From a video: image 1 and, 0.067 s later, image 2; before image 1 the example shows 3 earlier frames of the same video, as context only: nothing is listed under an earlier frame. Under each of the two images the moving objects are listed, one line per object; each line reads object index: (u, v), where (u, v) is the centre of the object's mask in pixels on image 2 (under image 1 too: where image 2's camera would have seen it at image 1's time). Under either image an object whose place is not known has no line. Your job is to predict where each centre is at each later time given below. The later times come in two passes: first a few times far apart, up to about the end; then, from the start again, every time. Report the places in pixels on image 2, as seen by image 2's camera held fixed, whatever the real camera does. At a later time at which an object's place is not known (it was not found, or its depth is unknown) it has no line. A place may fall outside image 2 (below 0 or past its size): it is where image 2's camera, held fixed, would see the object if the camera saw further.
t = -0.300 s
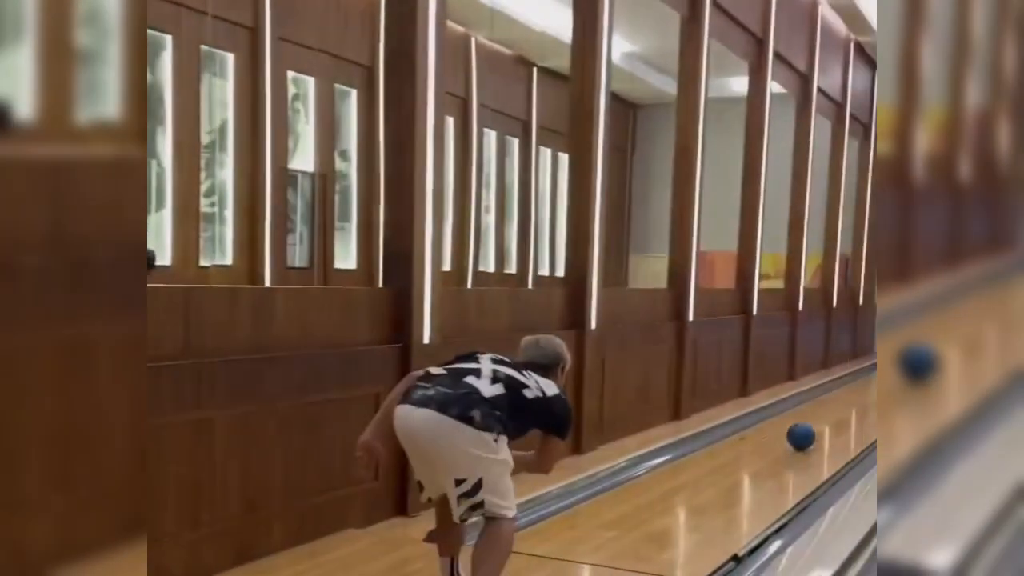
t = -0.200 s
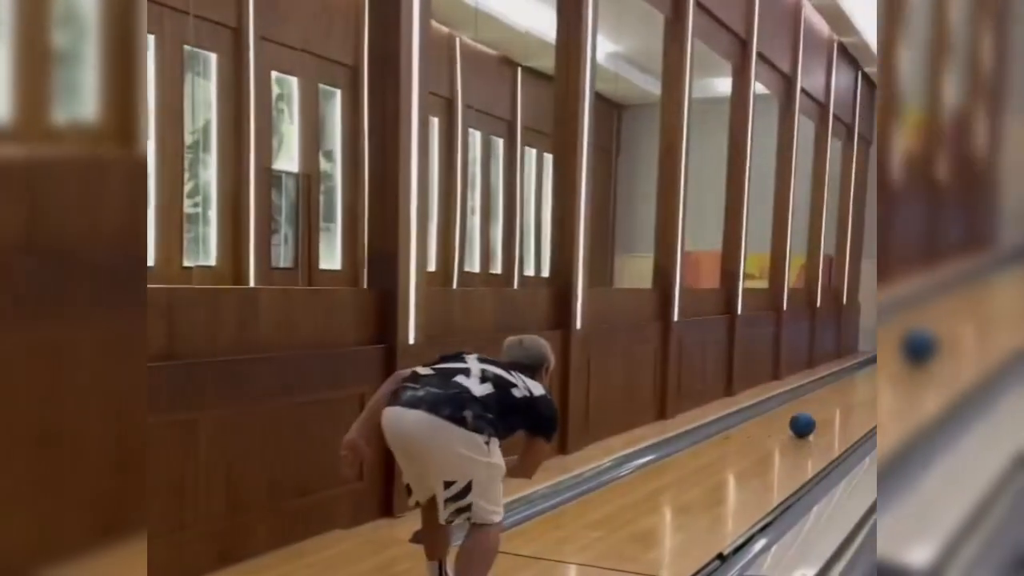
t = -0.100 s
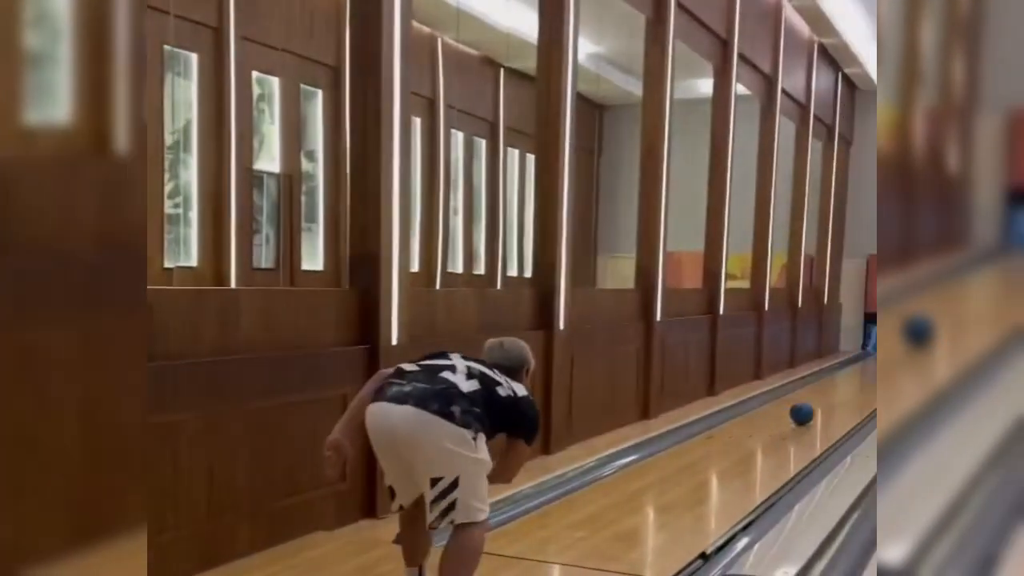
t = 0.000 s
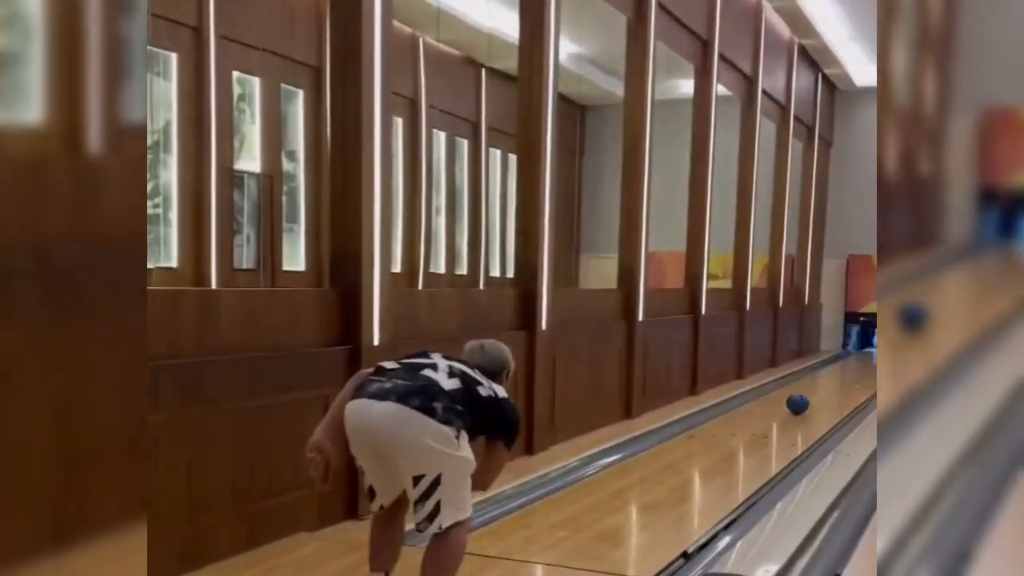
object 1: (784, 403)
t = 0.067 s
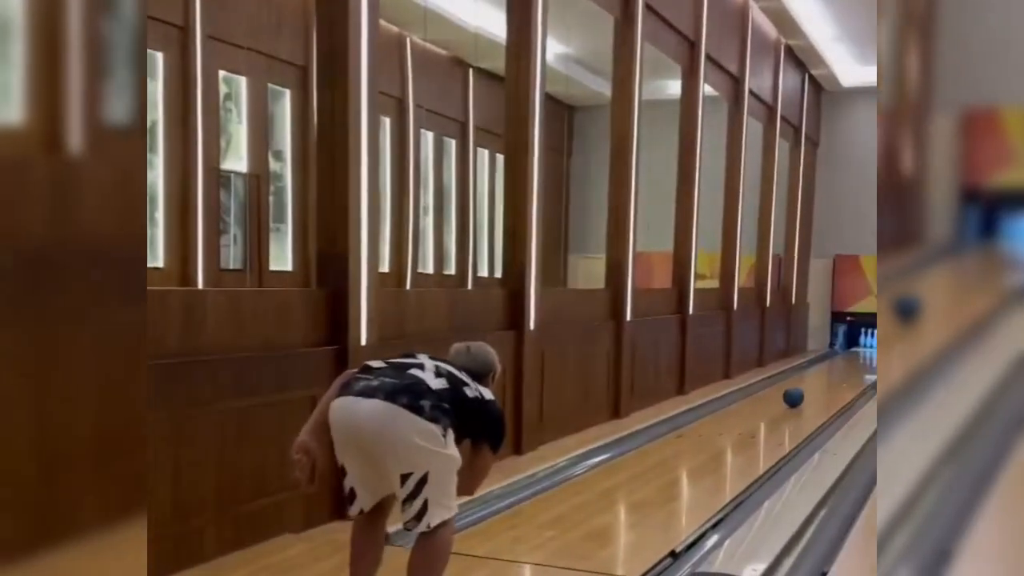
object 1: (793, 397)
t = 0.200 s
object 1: (808, 388)
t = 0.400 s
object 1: (826, 378)
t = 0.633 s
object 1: (841, 369)
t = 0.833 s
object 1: (852, 362)
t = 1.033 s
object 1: (859, 356)
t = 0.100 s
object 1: (797, 395)
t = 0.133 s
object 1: (801, 393)
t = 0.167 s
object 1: (804, 391)
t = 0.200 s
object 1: (808, 388)
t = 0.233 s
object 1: (812, 386)
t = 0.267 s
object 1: (815, 385)
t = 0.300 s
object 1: (818, 383)
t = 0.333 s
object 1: (821, 381)
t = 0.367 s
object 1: (823, 379)
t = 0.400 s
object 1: (826, 378)
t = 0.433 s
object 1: (828, 376)
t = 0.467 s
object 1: (831, 375)
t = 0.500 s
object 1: (833, 374)
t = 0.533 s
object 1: (835, 372)
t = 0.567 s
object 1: (837, 371)
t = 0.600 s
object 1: (839, 370)
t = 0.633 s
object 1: (841, 369)
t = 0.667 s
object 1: (843, 367)
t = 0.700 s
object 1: (845, 366)
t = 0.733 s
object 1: (847, 365)
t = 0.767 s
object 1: (848, 363)
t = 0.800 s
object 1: (850, 363)
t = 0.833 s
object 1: (852, 362)
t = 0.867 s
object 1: (853, 361)
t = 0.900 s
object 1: (854, 358)
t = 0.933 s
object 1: (856, 358)
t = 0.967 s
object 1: (857, 357)
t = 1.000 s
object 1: (858, 356)
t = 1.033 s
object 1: (859, 356)
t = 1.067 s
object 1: (861, 355)
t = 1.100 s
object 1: (862, 354)
